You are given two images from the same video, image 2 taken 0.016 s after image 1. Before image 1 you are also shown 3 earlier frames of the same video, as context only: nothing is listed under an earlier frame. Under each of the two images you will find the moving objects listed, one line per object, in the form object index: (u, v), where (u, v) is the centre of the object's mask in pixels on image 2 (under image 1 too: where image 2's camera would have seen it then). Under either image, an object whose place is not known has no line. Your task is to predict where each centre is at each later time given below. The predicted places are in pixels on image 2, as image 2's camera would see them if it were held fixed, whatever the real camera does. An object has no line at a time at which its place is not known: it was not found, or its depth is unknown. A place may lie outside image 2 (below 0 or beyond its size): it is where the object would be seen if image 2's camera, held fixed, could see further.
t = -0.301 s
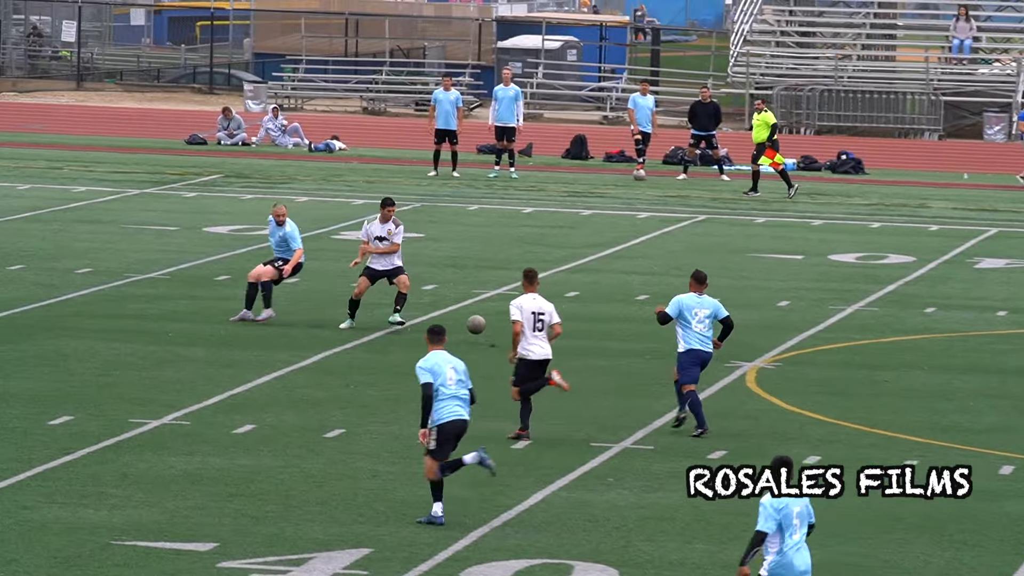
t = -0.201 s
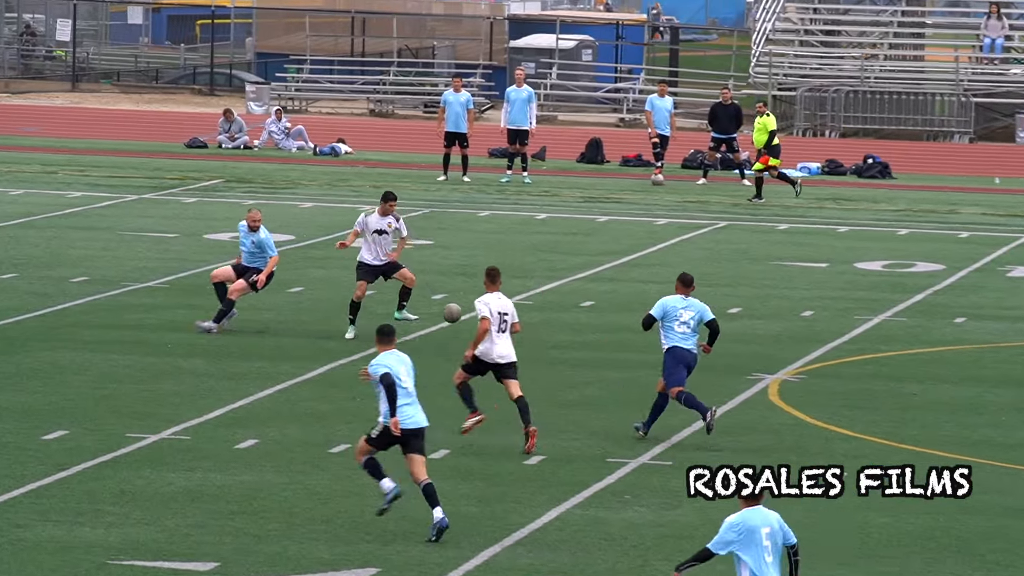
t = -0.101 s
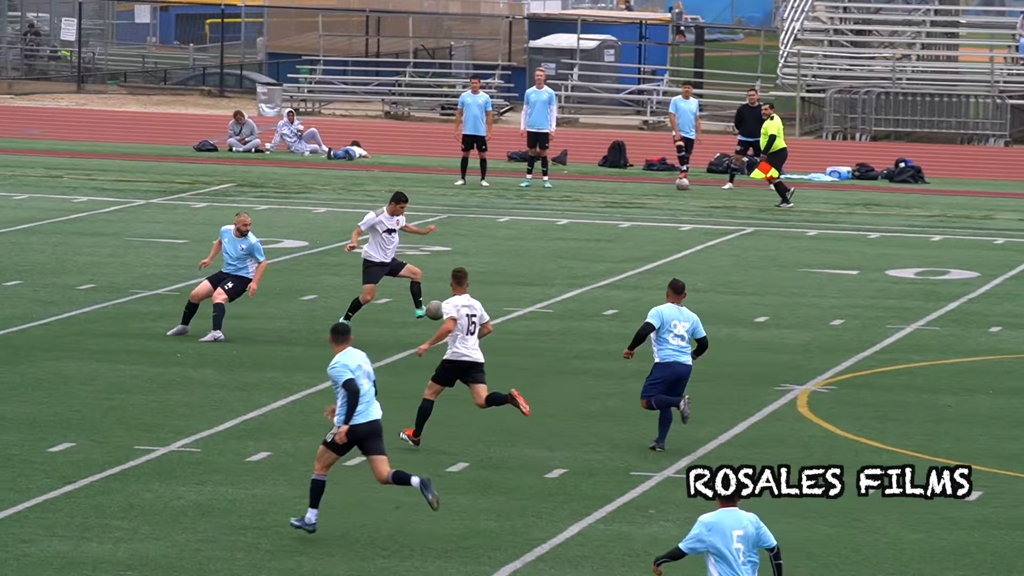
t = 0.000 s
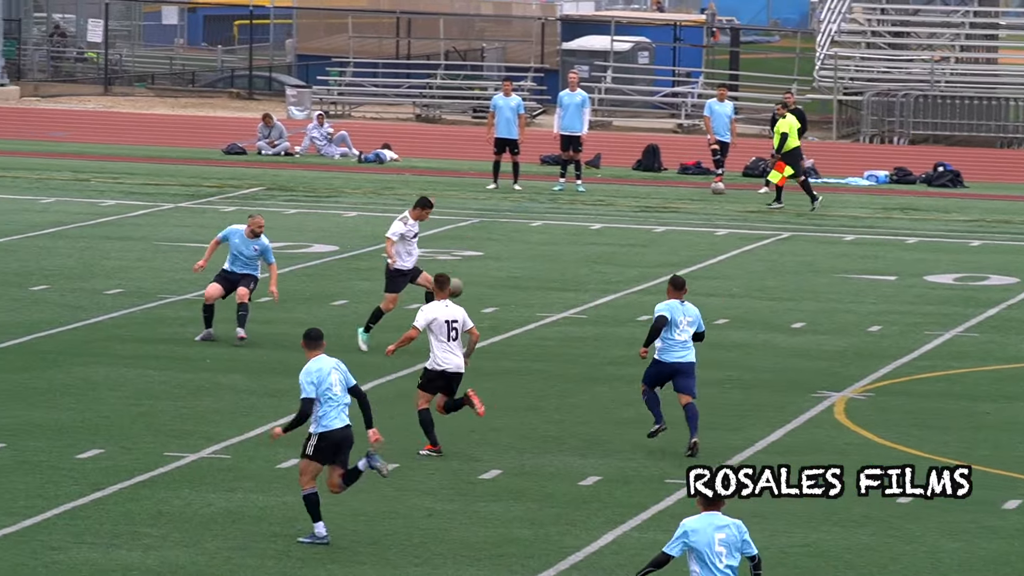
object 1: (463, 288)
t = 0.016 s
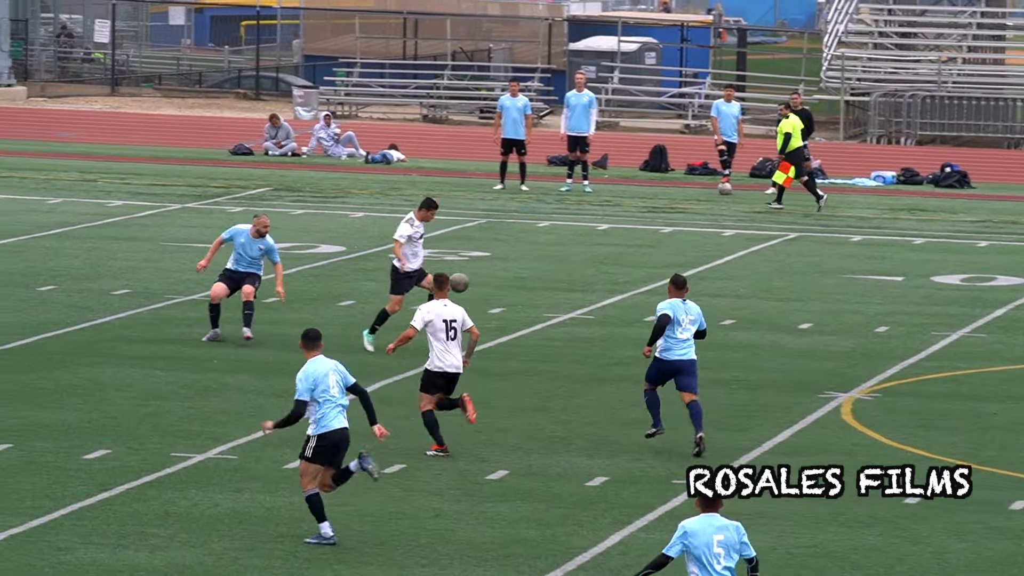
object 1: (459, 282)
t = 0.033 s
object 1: (458, 277)
